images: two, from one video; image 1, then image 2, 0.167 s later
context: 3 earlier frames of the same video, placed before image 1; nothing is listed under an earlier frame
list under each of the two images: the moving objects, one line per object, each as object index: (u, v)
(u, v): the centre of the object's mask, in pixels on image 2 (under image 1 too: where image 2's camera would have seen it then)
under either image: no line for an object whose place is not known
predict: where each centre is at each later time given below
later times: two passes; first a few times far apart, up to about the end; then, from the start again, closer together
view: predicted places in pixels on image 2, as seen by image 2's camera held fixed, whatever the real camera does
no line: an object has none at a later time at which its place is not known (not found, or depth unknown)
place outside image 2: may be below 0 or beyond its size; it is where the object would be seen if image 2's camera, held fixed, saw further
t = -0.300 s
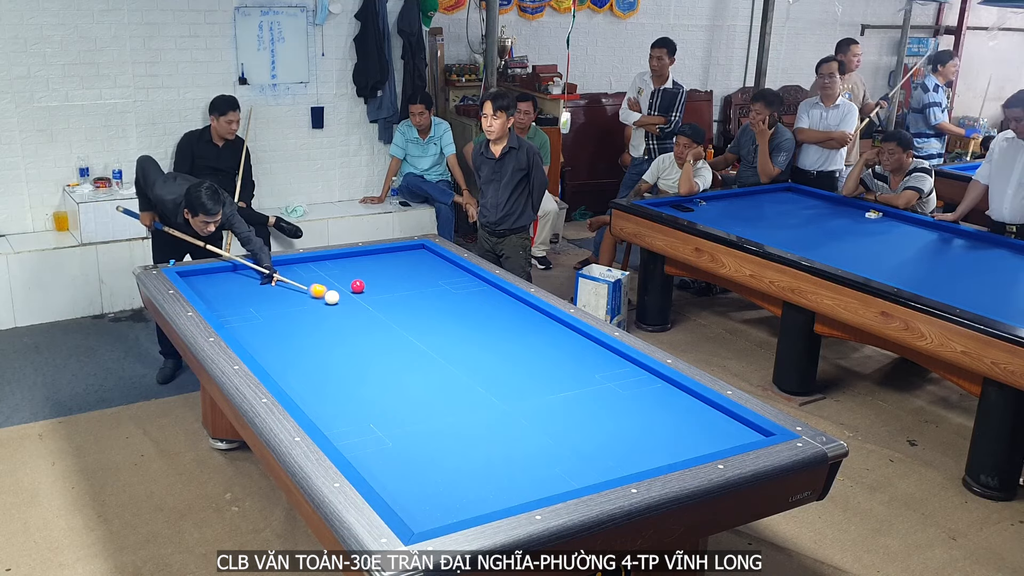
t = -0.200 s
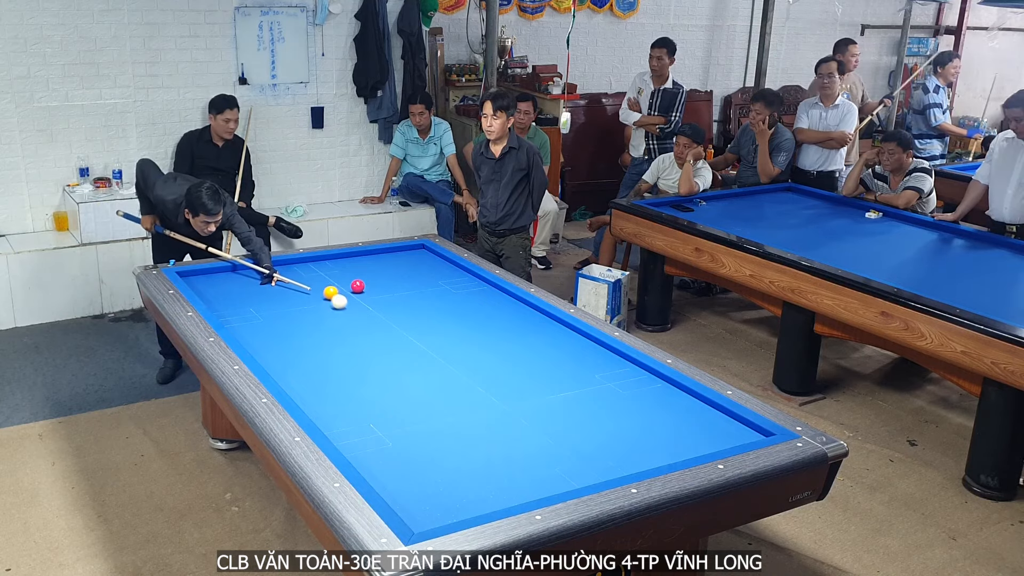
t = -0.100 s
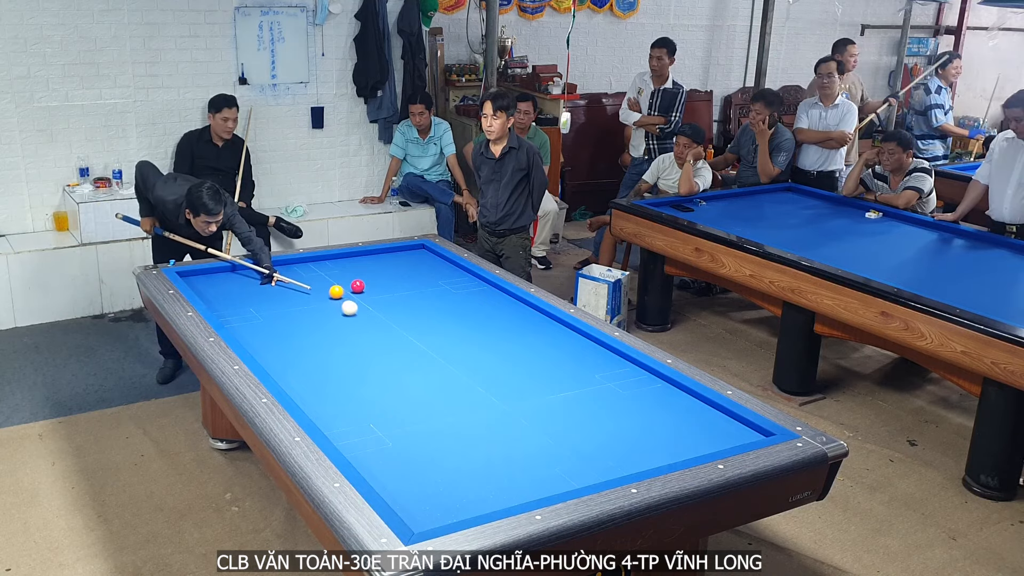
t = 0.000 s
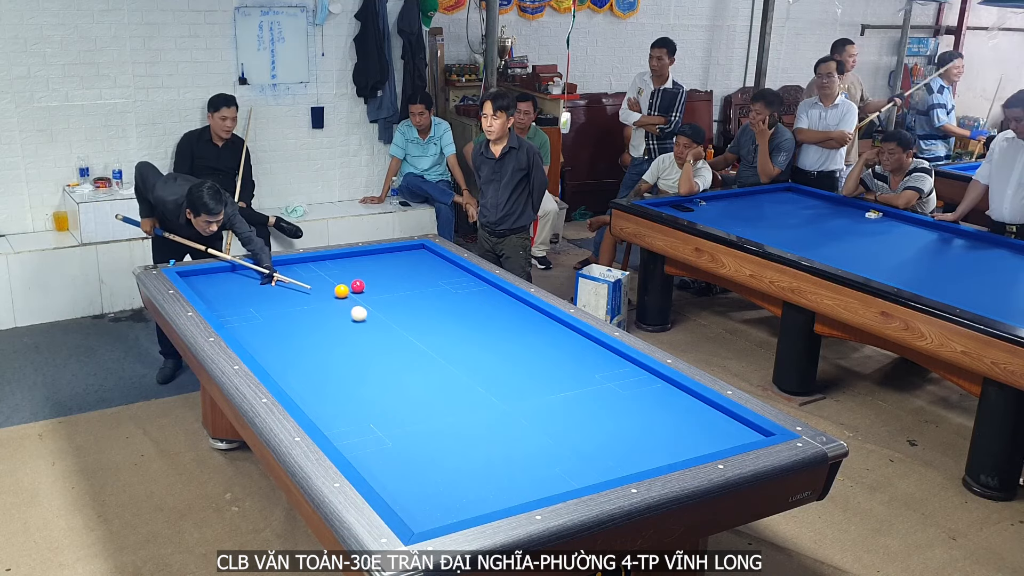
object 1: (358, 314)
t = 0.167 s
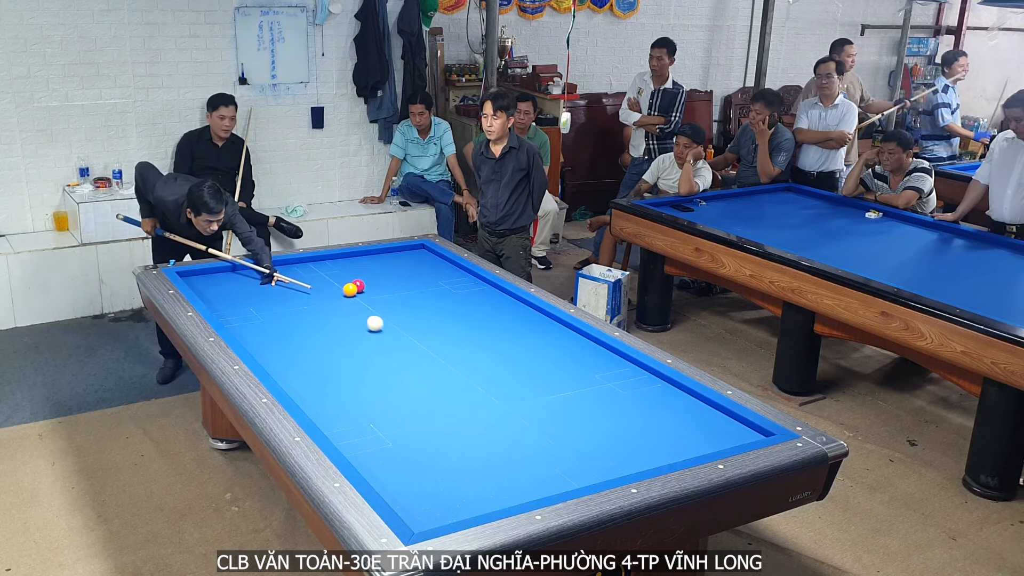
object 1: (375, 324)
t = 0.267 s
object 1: (385, 330)
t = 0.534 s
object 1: (412, 347)
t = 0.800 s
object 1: (442, 365)
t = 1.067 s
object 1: (473, 384)
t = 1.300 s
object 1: (503, 402)
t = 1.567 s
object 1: (539, 425)
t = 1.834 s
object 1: (578, 449)
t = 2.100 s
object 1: (616, 470)
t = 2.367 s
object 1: (596, 454)
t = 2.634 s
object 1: (579, 438)
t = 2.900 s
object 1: (564, 424)
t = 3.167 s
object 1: (549, 410)
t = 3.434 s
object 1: (537, 398)
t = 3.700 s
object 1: (525, 387)
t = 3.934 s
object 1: (515, 379)
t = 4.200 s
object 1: (505, 369)
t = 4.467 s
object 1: (495, 360)
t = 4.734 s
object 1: (486, 352)
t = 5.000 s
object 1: (477, 344)
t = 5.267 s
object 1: (469, 337)
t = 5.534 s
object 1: (461, 331)
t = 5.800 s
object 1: (454, 325)
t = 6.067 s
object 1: (448, 319)
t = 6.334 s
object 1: (441, 314)
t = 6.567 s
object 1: (436, 310)
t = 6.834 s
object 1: (431, 305)
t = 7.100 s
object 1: (426, 301)
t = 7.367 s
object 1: (421, 297)
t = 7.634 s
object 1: (416, 293)
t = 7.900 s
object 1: (412, 290)
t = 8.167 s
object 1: (408, 287)
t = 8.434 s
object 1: (404, 284)
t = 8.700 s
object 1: (401, 281)
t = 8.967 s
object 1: (397, 279)
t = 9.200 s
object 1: (396, 278)
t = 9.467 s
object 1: (396, 277)
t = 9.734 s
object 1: (396, 277)
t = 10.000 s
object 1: (397, 277)
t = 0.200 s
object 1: (378, 326)
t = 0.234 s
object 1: (381, 328)
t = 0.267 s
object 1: (385, 330)
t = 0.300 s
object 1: (388, 332)
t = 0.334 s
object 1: (391, 334)
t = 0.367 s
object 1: (395, 336)
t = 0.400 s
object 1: (398, 338)
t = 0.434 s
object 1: (402, 340)
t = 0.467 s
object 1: (405, 342)
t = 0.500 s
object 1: (409, 344)
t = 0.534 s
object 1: (412, 347)
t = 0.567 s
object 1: (416, 349)
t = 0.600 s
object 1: (419, 351)
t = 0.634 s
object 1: (423, 353)
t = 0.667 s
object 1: (427, 356)
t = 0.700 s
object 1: (431, 358)
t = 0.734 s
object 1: (434, 360)
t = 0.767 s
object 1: (438, 362)
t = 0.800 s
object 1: (442, 365)
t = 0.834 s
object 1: (446, 367)
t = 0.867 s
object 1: (449, 370)
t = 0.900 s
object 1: (453, 372)
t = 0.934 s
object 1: (457, 374)
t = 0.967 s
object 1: (461, 377)
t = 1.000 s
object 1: (465, 379)
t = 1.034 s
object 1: (469, 382)
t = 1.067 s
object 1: (473, 384)
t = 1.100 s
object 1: (477, 387)
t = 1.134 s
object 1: (481, 389)
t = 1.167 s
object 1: (486, 392)
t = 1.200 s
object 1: (490, 394)
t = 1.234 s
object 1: (494, 397)
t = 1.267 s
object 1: (498, 400)
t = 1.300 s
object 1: (503, 402)
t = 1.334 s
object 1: (507, 405)
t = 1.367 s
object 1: (512, 408)
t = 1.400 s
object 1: (516, 411)
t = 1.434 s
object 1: (521, 414)
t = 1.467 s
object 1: (525, 416)
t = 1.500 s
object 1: (530, 419)
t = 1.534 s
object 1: (535, 422)
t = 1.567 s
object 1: (539, 425)
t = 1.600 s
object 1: (544, 428)
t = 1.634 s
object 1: (549, 431)
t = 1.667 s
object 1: (554, 434)
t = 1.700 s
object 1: (558, 437)
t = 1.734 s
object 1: (563, 440)
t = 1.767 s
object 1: (568, 443)
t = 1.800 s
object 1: (573, 446)
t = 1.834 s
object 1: (578, 449)
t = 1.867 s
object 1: (584, 452)
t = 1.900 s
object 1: (589, 456)
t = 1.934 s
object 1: (594, 459)
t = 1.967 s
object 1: (600, 462)
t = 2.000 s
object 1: (605, 465)
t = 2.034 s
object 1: (610, 468)
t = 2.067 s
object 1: (615, 470)
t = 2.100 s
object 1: (616, 470)
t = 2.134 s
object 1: (613, 468)
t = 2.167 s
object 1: (610, 466)
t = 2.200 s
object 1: (607, 464)
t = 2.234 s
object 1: (605, 462)
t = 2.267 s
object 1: (603, 460)
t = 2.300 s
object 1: (600, 457)
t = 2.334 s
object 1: (598, 455)
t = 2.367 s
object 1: (596, 454)
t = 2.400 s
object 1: (594, 451)
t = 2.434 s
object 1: (591, 450)
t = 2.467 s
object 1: (589, 447)
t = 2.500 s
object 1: (587, 445)
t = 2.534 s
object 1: (585, 444)
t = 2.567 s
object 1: (583, 442)
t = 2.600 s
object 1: (581, 440)
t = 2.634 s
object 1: (579, 438)
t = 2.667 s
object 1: (577, 436)
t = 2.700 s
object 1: (575, 434)
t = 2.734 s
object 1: (573, 432)
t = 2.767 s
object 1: (571, 431)
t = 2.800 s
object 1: (569, 429)
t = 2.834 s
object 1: (567, 427)
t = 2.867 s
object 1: (565, 425)
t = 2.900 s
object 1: (564, 424)
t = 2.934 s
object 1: (562, 422)
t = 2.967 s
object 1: (560, 420)
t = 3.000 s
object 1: (558, 418)
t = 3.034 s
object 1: (556, 417)
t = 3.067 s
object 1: (555, 415)
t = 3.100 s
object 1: (553, 414)
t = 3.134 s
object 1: (551, 412)
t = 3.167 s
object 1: (549, 410)
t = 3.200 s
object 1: (548, 409)
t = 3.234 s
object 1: (546, 407)
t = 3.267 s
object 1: (545, 406)
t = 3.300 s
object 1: (543, 404)
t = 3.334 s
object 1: (541, 403)
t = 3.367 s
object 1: (540, 401)
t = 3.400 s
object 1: (538, 400)
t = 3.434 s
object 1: (537, 398)
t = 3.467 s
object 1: (535, 397)
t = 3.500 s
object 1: (534, 396)
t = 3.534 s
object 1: (532, 394)
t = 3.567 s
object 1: (531, 393)
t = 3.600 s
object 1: (529, 391)
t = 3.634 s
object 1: (527, 390)
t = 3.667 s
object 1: (526, 389)
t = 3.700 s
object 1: (525, 387)
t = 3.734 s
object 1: (523, 386)
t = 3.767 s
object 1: (522, 385)
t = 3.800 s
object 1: (521, 384)
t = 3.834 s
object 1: (519, 382)
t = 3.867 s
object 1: (518, 381)
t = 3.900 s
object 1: (516, 380)
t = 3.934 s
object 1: (515, 379)
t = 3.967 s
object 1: (514, 377)
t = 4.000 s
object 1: (512, 376)
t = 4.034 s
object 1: (511, 375)
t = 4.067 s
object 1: (510, 374)
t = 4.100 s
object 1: (508, 373)
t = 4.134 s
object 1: (507, 371)
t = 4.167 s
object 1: (506, 370)
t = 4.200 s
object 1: (505, 369)
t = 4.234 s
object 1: (503, 368)
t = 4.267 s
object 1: (502, 367)
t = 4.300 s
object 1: (501, 366)
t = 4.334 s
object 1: (500, 365)
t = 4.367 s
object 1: (498, 363)
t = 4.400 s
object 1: (497, 362)
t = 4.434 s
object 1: (496, 361)
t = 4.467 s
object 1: (495, 360)
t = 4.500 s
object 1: (494, 359)
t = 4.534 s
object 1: (493, 358)
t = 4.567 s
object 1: (491, 357)
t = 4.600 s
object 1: (490, 356)
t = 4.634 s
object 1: (489, 355)
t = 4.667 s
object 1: (488, 354)
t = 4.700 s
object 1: (487, 353)
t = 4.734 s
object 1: (486, 352)
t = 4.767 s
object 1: (485, 351)
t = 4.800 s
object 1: (484, 350)
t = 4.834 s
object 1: (482, 349)
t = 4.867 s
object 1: (481, 348)
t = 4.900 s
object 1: (480, 347)
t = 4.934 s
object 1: (479, 346)
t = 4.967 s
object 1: (478, 345)
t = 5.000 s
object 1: (477, 344)
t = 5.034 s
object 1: (476, 343)
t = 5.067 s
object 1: (475, 343)
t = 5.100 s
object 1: (474, 342)
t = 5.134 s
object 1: (473, 341)
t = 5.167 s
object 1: (472, 340)
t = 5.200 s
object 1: (471, 339)
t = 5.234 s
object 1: (470, 338)
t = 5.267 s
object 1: (469, 337)
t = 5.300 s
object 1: (468, 337)
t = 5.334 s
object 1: (467, 336)
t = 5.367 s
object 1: (466, 335)
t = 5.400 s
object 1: (465, 334)
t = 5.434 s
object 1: (464, 333)
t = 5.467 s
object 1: (463, 332)
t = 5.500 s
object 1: (462, 332)
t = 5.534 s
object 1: (461, 331)
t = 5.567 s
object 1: (460, 330)
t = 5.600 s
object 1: (459, 329)
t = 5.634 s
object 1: (459, 329)
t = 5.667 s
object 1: (458, 328)
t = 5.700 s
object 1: (457, 327)
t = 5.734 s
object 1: (456, 326)
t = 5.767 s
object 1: (455, 325)
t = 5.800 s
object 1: (454, 325)
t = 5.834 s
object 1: (453, 324)
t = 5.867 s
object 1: (452, 323)
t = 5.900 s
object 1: (452, 322)
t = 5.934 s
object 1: (451, 322)
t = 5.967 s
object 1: (450, 321)
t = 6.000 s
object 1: (449, 321)
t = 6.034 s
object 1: (448, 320)
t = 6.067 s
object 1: (448, 319)
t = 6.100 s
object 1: (447, 318)
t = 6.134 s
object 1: (446, 318)
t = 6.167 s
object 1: (445, 317)
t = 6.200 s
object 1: (444, 316)
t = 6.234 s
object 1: (444, 316)
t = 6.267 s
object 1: (443, 315)
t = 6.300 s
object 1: (442, 314)
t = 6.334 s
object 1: (441, 314)
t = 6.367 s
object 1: (441, 313)
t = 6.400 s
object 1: (440, 313)
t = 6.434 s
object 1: (439, 312)
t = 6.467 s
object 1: (438, 311)
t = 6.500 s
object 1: (438, 311)
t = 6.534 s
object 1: (437, 310)
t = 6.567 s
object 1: (436, 310)
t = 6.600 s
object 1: (436, 309)
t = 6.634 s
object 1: (435, 308)
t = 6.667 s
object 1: (434, 308)
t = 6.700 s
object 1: (434, 307)
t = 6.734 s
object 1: (433, 307)
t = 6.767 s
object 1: (432, 306)
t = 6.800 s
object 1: (431, 306)
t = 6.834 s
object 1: (431, 305)
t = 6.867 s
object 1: (430, 305)
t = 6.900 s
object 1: (429, 304)
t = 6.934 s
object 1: (429, 303)
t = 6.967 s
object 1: (428, 303)
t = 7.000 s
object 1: (427, 303)
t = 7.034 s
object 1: (427, 302)
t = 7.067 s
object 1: (426, 301)
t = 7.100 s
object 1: (426, 301)
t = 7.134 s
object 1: (425, 300)
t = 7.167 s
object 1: (424, 300)
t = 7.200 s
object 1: (424, 299)
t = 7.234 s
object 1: (423, 299)
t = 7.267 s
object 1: (422, 298)
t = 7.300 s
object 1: (422, 298)
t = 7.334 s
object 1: (421, 297)
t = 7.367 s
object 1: (421, 297)
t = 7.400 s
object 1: (420, 296)
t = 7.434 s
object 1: (420, 296)
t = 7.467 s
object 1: (419, 296)
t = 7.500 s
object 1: (418, 295)
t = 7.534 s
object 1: (418, 295)
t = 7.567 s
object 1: (417, 294)
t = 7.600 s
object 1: (417, 294)
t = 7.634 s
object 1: (416, 293)
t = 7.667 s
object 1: (415, 293)
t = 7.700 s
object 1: (415, 292)
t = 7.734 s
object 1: (414, 292)
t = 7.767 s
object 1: (414, 292)
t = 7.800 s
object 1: (413, 291)
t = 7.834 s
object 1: (413, 291)
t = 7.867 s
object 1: (412, 290)
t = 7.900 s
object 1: (412, 290)
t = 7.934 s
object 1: (411, 289)
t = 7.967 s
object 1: (411, 289)
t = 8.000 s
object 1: (410, 289)
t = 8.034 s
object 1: (410, 288)
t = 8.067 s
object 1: (409, 288)
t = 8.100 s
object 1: (409, 287)
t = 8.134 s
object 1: (408, 287)
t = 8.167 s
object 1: (408, 287)
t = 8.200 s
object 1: (407, 286)
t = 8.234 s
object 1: (407, 286)
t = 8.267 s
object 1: (406, 286)
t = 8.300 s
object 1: (406, 285)
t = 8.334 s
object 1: (406, 285)
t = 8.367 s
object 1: (405, 285)
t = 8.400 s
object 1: (405, 284)
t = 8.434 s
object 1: (404, 284)
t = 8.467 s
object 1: (404, 284)
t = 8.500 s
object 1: (403, 283)
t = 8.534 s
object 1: (403, 283)
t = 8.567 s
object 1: (402, 283)
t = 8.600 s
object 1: (402, 282)
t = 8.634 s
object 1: (401, 282)
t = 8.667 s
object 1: (401, 282)
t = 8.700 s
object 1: (401, 281)
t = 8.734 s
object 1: (400, 281)
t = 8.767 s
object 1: (400, 281)
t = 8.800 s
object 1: (399, 280)
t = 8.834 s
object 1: (399, 280)
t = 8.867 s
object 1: (398, 280)
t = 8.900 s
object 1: (398, 280)
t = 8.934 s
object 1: (398, 279)
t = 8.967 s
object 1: (397, 279)
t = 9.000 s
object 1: (397, 279)
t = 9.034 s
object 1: (397, 279)
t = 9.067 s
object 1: (396, 278)
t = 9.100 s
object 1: (396, 278)
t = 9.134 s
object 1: (396, 278)
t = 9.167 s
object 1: (396, 278)
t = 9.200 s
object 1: (396, 278)
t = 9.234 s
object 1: (396, 278)
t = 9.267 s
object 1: (396, 278)
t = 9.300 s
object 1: (396, 278)
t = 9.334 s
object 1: (396, 278)
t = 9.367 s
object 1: (396, 278)
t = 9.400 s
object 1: (396, 278)
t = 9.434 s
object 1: (396, 278)
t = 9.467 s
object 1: (396, 277)
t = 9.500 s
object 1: (397, 277)
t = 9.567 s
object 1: (396, 277)
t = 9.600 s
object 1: (396, 277)
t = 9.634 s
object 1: (396, 277)
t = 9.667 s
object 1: (396, 277)
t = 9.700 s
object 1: (396, 277)
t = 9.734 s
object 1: (396, 277)
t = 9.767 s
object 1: (397, 277)
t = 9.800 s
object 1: (397, 277)
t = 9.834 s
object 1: (397, 277)
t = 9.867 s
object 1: (397, 277)
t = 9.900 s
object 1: (397, 277)
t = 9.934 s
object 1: (397, 277)
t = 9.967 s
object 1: (397, 277)
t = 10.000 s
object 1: (397, 277)
